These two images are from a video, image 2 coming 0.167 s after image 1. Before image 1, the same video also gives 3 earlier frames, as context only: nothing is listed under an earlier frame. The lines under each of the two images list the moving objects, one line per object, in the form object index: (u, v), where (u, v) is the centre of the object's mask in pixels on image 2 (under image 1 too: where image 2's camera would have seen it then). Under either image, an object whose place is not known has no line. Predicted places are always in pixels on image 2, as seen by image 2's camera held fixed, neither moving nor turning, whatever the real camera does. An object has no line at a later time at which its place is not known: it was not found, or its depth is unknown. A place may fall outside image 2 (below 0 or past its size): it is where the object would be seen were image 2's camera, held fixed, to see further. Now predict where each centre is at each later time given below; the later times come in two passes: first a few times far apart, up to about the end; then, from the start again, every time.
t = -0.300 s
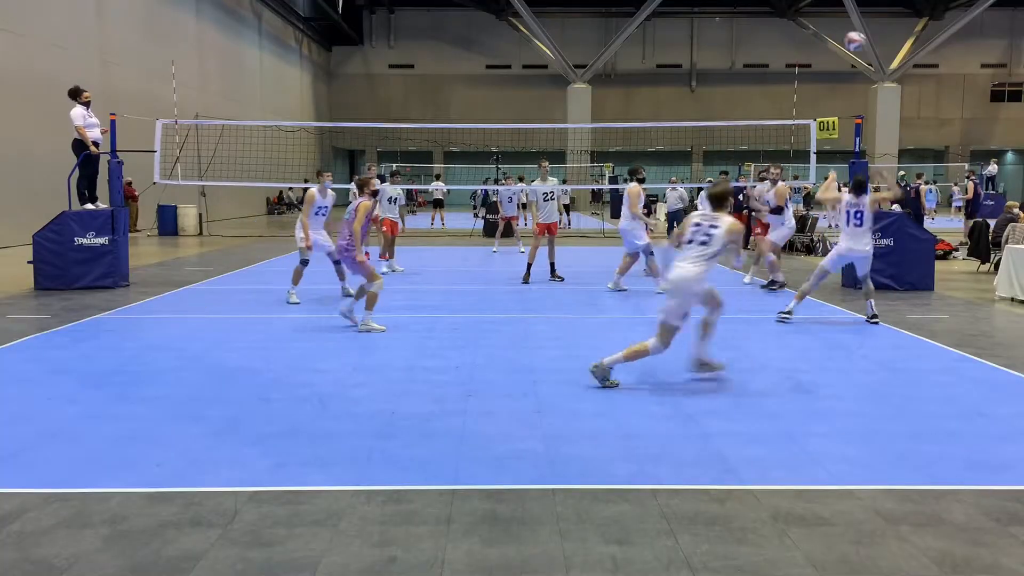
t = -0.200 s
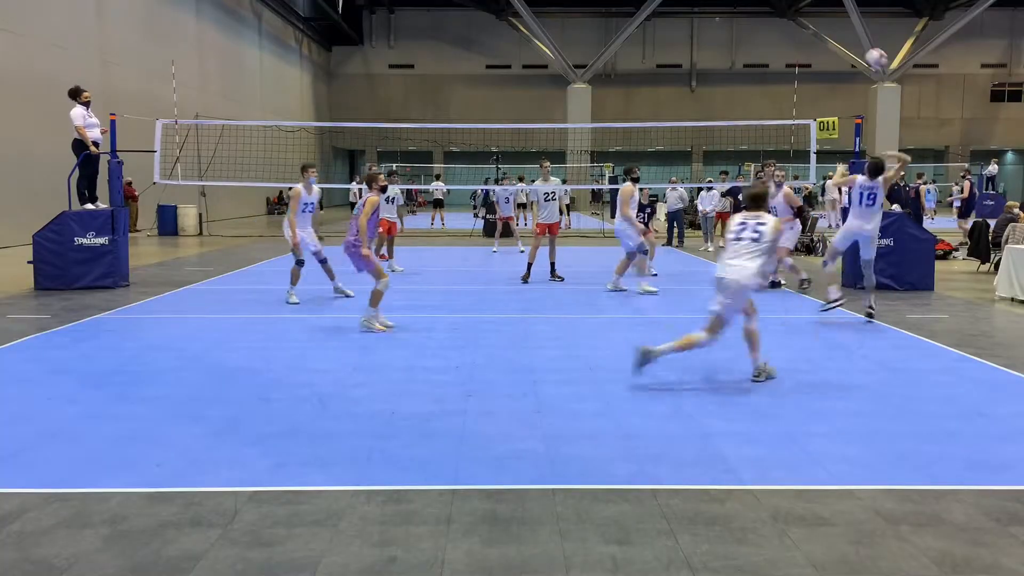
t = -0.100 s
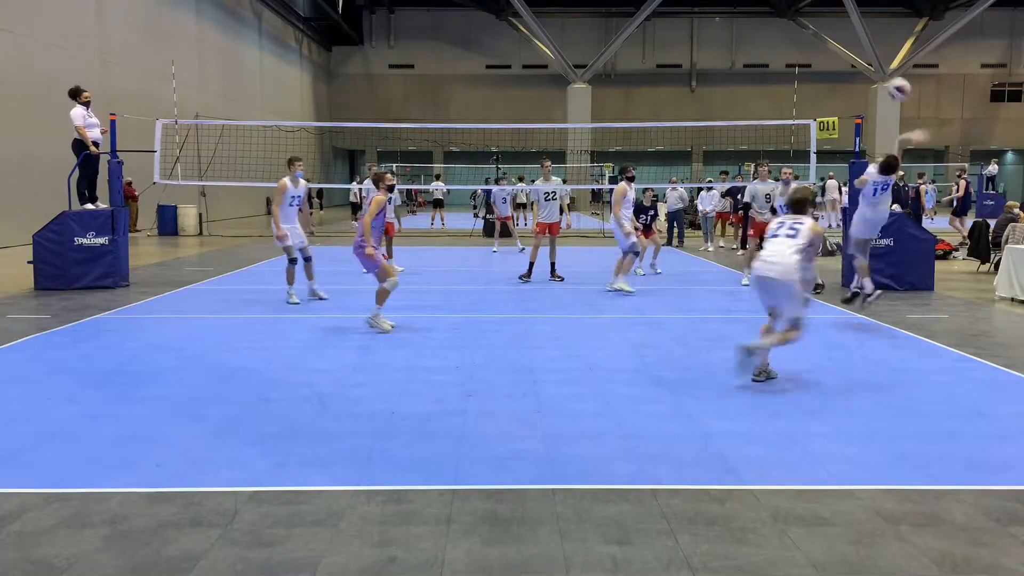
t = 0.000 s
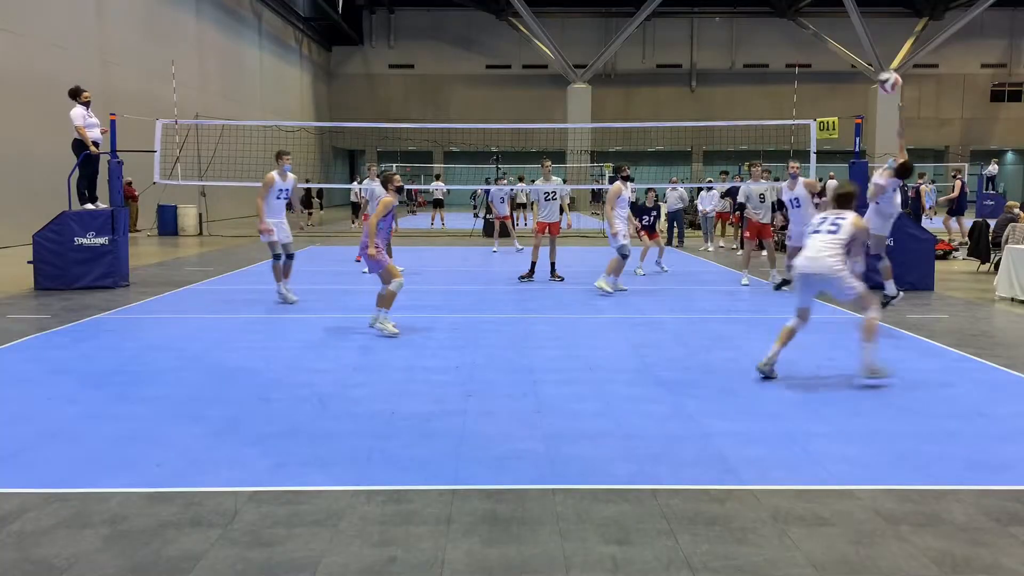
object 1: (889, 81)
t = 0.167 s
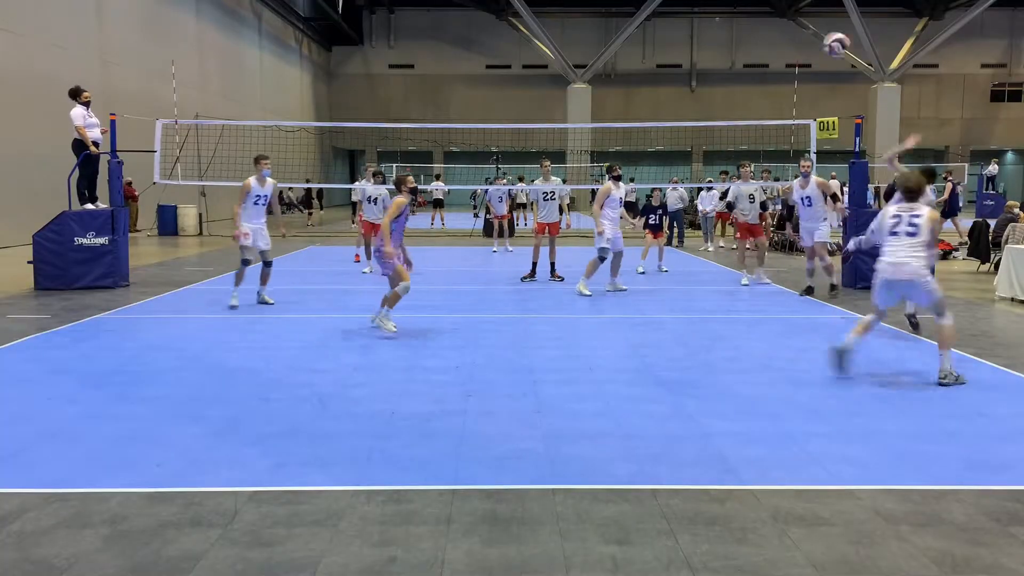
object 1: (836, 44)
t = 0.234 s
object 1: (813, 37)
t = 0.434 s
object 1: (740, 44)
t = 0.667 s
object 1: (649, 112)
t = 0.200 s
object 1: (825, 40)
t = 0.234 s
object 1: (813, 37)
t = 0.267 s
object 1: (802, 35)
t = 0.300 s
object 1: (790, 34)
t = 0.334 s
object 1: (778, 34)
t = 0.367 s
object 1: (766, 36)
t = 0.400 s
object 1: (754, 39)
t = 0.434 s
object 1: (740, 44)
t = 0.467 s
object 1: (729, 50)
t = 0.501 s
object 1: (716, 57)
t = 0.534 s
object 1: (702, 66)
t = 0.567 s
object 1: (688, 76)
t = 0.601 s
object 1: (675, 87)
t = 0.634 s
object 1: (662, 100)
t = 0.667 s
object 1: (649, 112)
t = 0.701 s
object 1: (634, 130)
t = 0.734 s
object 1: (620, 148)
